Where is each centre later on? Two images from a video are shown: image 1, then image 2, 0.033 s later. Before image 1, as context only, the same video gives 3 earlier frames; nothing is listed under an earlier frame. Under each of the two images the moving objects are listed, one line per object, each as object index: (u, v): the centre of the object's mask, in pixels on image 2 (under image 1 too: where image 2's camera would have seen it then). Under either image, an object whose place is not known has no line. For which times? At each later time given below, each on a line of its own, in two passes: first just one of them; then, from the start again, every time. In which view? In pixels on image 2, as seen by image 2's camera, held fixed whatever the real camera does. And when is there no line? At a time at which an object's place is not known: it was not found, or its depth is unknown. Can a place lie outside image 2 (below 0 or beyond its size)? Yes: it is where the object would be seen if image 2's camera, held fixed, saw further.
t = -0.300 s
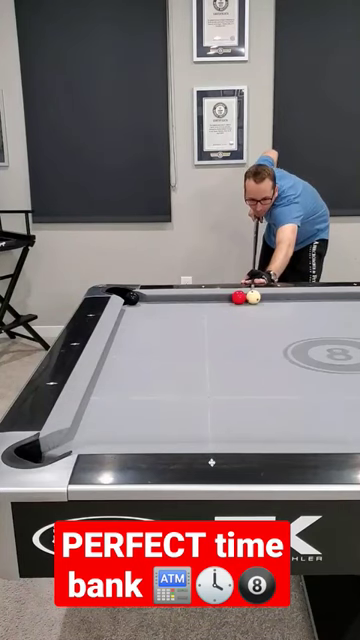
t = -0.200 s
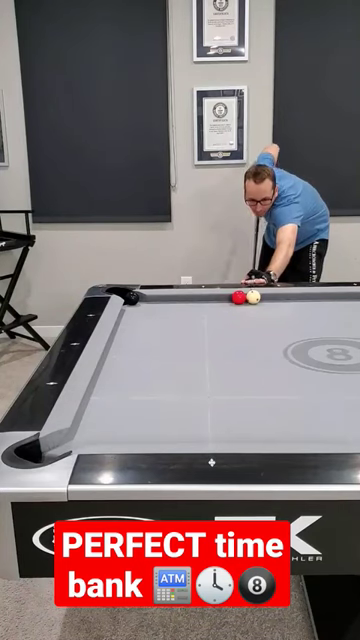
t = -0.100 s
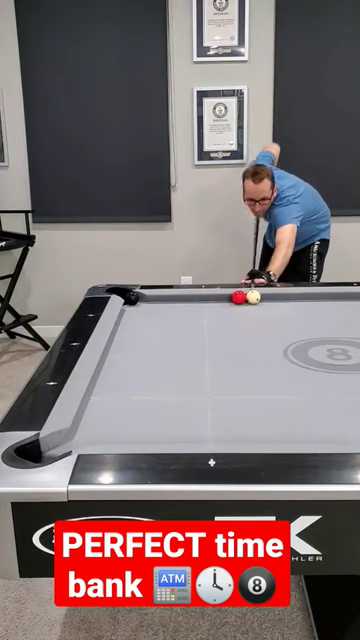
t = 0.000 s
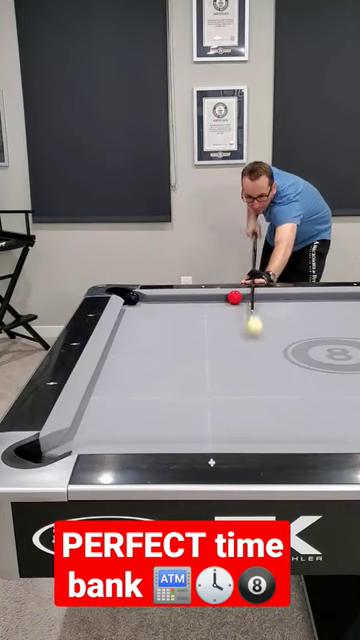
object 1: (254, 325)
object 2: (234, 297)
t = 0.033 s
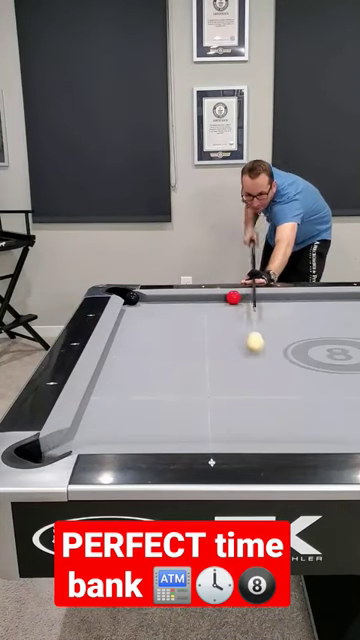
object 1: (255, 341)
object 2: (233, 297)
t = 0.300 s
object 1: (219, 360)
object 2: (223, 297)
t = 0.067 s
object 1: (256, 358)
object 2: (232, 297)
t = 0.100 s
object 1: (257, 380)
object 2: (231, 297)
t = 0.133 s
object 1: (258, 404)
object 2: (229, 297)
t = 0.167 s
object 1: (260, 431)
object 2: (228, 297)
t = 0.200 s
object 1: (250, 418)
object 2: (227, 297)
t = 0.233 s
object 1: (237, 395)
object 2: (225, 297)
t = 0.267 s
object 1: (227, 376)
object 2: (224, 298)
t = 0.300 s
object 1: (219, 360)
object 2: (223, 297)
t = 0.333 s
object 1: (212, 346)
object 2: (222, 297)
